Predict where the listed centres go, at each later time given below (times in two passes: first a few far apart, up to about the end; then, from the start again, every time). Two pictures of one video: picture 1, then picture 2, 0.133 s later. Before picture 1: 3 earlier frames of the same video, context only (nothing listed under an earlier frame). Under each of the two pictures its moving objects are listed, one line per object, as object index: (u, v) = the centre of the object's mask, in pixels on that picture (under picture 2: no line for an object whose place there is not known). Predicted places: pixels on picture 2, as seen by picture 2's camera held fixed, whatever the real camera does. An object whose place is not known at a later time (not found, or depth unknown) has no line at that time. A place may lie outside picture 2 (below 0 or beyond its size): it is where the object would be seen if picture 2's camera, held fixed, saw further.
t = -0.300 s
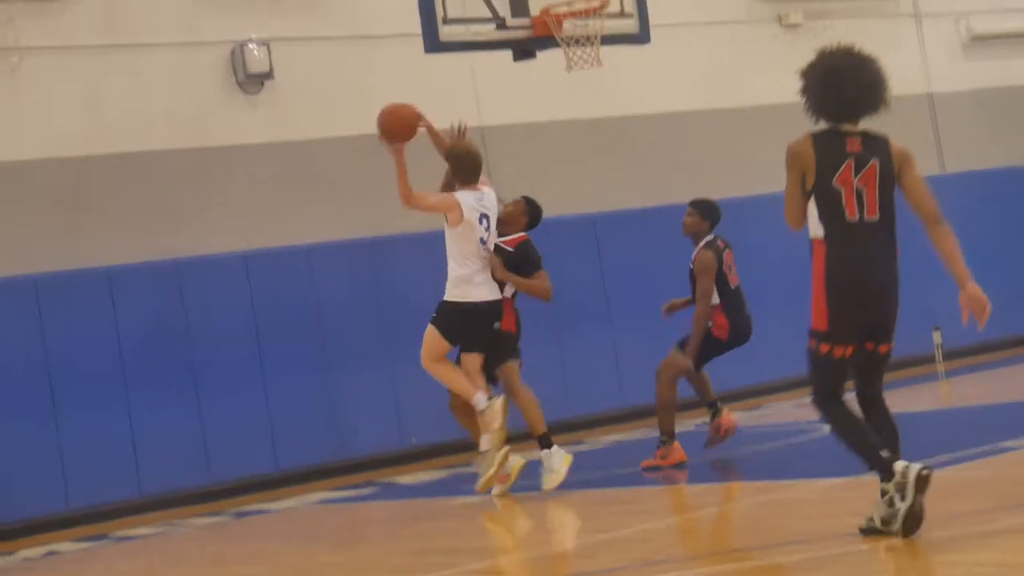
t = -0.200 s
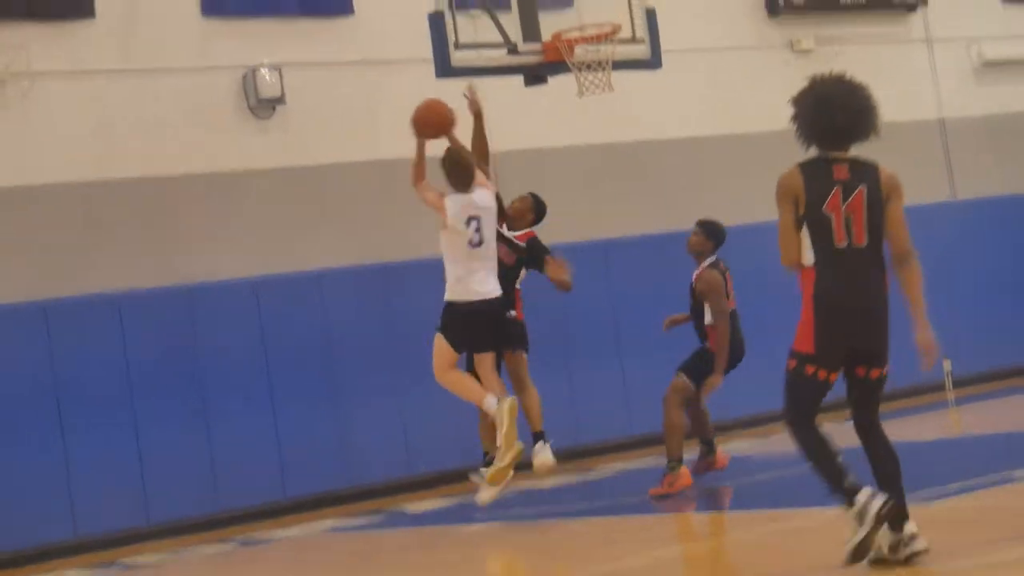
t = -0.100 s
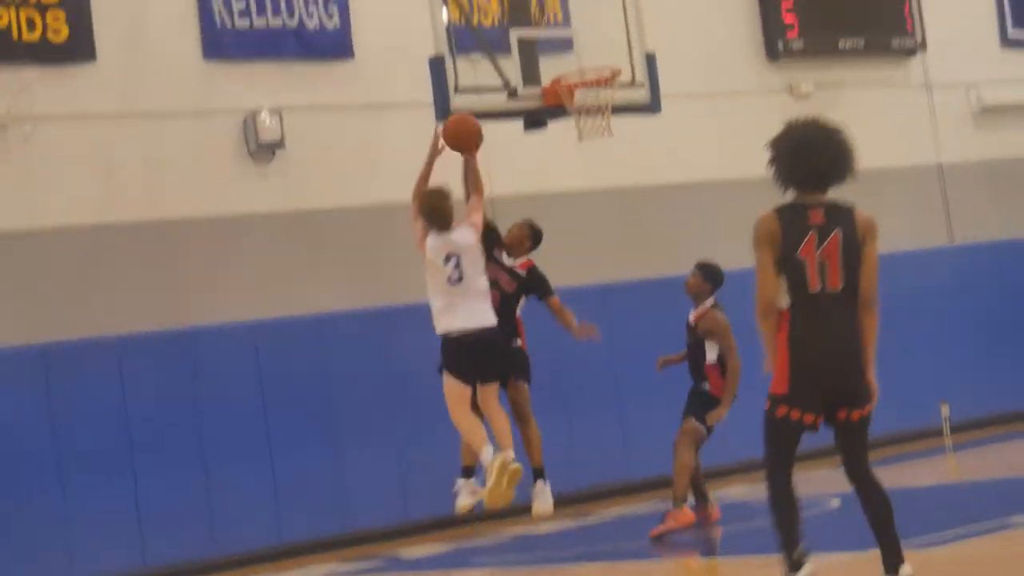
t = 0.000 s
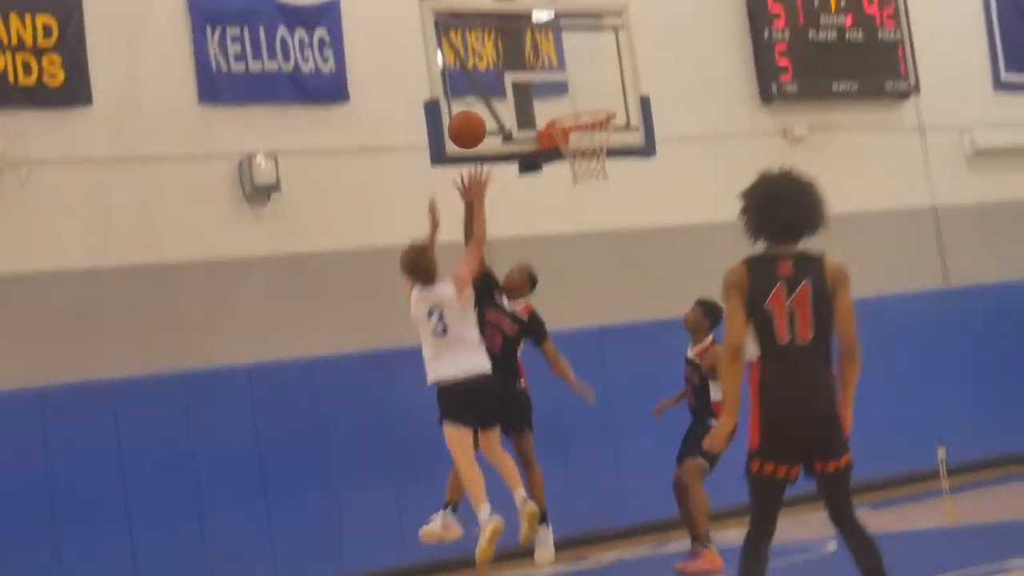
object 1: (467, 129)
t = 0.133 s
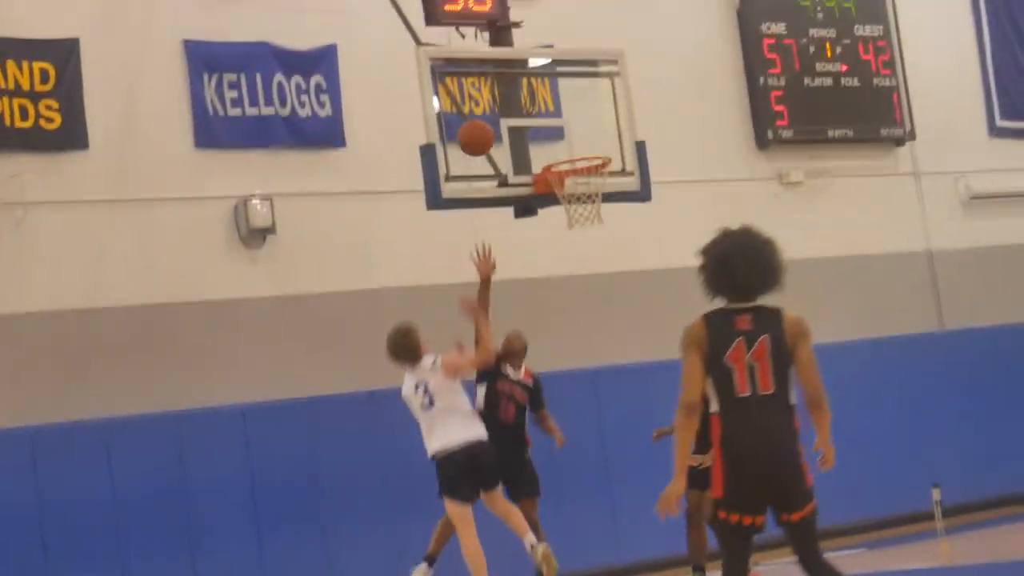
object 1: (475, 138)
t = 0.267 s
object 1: (491, 131)
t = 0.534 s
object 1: (567, 143)
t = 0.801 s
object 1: (632, 120)
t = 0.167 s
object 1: (478, 133)
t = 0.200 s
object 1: (483, 130)
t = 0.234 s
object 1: (487, 131)
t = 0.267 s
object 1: (491, 131)
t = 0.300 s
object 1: (495, 133)
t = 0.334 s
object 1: (499, 136)
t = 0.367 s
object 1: (505, 142)
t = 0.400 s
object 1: (519, 144)
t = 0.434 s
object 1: (533, 146)
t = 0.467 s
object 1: (546, 150)
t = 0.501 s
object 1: (556, 146)
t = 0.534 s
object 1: (567, 143)
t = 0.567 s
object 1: (577, 142)
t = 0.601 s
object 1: (587, 142)
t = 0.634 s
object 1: (597, 142)
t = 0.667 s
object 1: (604, 138)
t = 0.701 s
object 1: (611, 132)
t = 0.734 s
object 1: (618, 127)
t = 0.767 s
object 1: (625, 121)
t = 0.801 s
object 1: (632, 120)
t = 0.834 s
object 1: (640, 120)
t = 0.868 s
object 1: (647, 121)
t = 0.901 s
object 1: (654, 124)
